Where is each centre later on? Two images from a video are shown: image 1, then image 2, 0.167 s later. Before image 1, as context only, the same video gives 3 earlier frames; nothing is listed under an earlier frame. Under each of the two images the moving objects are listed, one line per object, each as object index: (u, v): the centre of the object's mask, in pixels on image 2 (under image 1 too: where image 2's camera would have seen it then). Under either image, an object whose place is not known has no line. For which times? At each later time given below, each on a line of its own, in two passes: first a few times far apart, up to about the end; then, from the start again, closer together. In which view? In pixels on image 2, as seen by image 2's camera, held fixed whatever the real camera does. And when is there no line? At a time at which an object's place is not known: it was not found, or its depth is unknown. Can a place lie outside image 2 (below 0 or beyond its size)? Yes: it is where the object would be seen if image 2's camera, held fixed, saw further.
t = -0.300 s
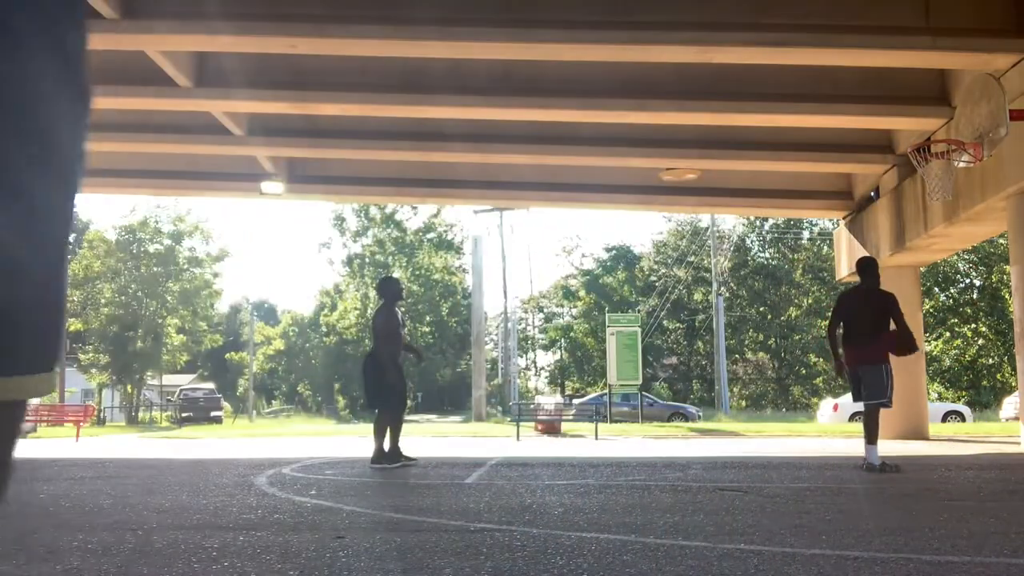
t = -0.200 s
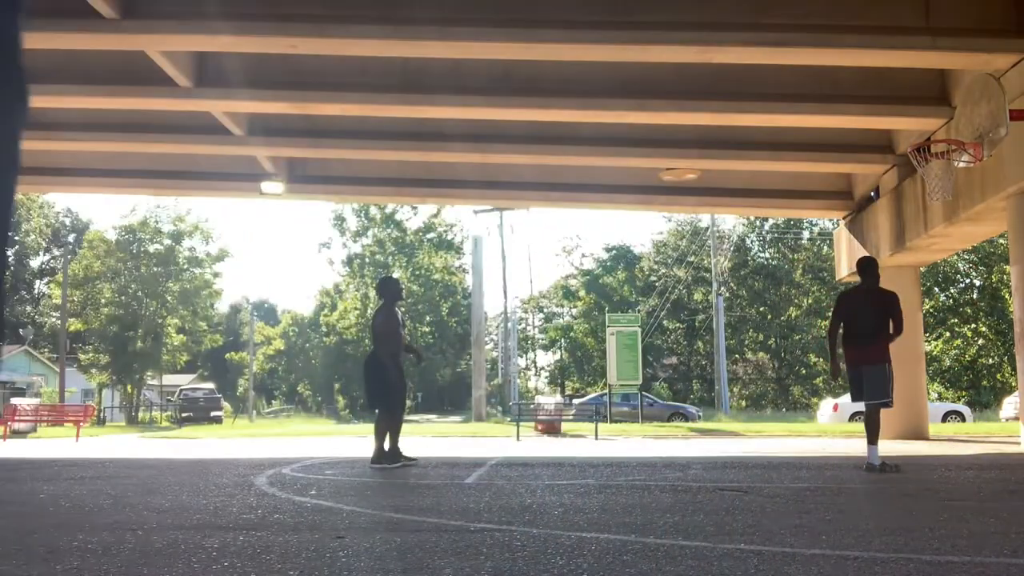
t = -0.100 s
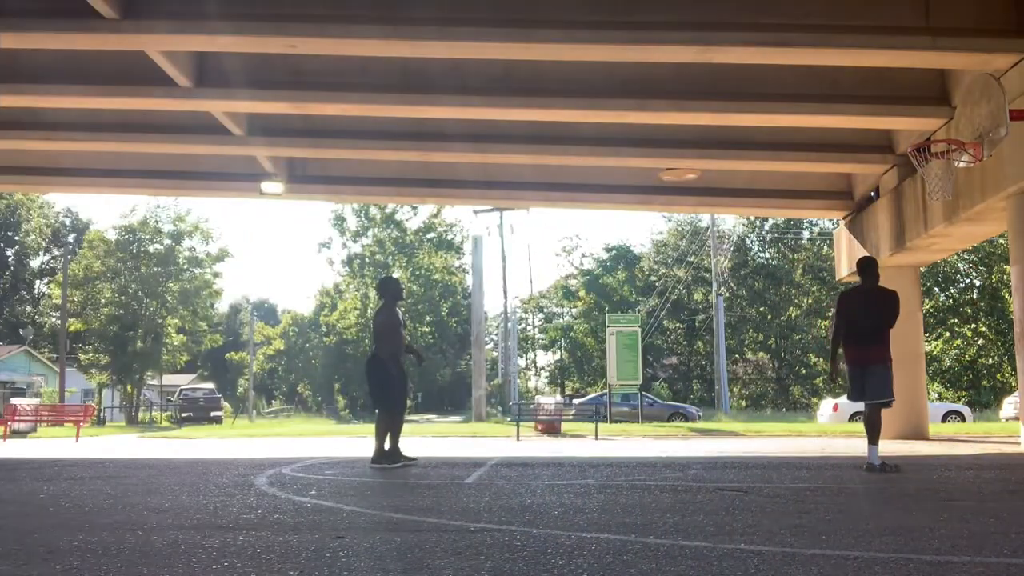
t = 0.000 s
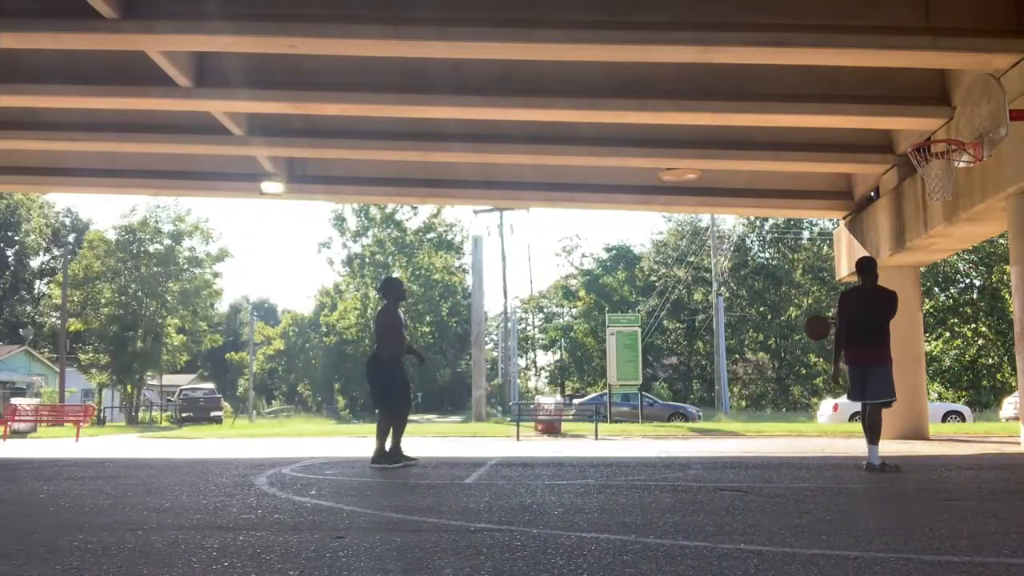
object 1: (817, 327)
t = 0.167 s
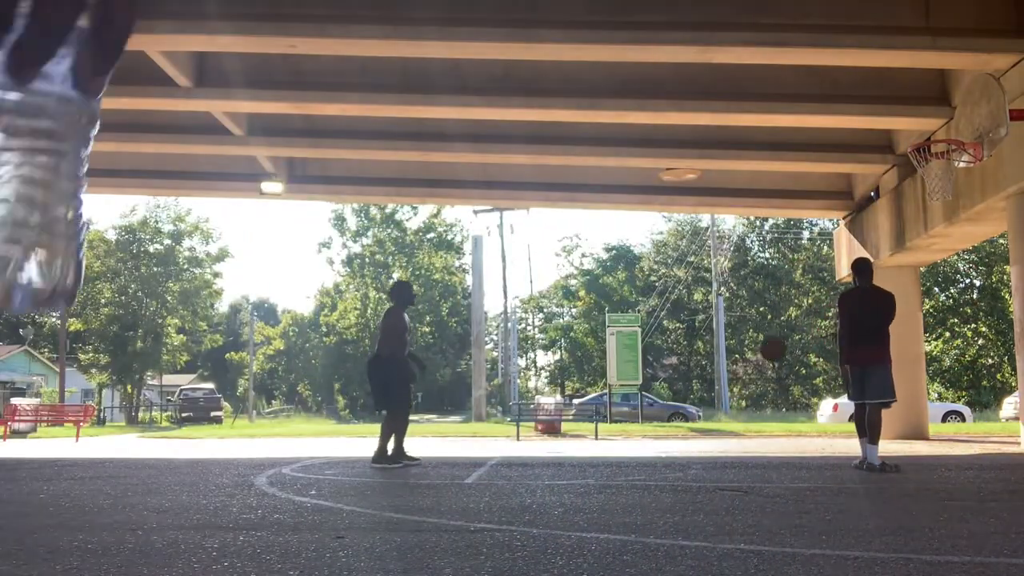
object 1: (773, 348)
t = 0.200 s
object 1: (764, 357)
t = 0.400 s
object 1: (711, 433)
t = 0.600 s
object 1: (670, 408)
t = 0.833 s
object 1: (625, 377)
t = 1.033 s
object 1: (585, 402)
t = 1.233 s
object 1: (546, 453)
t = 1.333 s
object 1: (524, 427)
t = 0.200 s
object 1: (764, 357)
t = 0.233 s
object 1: (755, 367)
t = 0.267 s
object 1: (747, 376)
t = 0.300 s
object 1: (737, 389)
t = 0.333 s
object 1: (729, 402)
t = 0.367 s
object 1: (721, 417)
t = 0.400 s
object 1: (711, 433)
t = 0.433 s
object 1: (702, 451)
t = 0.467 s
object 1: (695, 453)
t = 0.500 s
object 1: (689, 440)
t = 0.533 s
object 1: (682, 427)
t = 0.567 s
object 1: (676, 417)
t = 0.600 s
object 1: (670, 408)
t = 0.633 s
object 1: (664, 399)
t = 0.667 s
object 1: (657, 392)
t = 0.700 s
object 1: (651, 386)
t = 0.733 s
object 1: (644, 383)
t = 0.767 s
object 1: (638, 380)
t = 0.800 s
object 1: (632, 378)
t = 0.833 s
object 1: (625, 377)
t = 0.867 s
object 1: (619, 378)
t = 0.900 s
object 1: (612, 380)
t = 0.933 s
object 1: (606, 384)
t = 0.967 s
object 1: (599, 389)
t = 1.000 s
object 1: (592, 395)
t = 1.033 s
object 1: (585, 402)
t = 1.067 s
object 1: (578, 410)
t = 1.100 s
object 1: (573, 422)
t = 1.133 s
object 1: (567, 434)
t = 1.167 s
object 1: (560, 448)
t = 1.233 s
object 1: (546, 453)
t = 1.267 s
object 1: (539, 443)
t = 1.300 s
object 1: (531, 435)
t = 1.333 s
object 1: (524, 427)
